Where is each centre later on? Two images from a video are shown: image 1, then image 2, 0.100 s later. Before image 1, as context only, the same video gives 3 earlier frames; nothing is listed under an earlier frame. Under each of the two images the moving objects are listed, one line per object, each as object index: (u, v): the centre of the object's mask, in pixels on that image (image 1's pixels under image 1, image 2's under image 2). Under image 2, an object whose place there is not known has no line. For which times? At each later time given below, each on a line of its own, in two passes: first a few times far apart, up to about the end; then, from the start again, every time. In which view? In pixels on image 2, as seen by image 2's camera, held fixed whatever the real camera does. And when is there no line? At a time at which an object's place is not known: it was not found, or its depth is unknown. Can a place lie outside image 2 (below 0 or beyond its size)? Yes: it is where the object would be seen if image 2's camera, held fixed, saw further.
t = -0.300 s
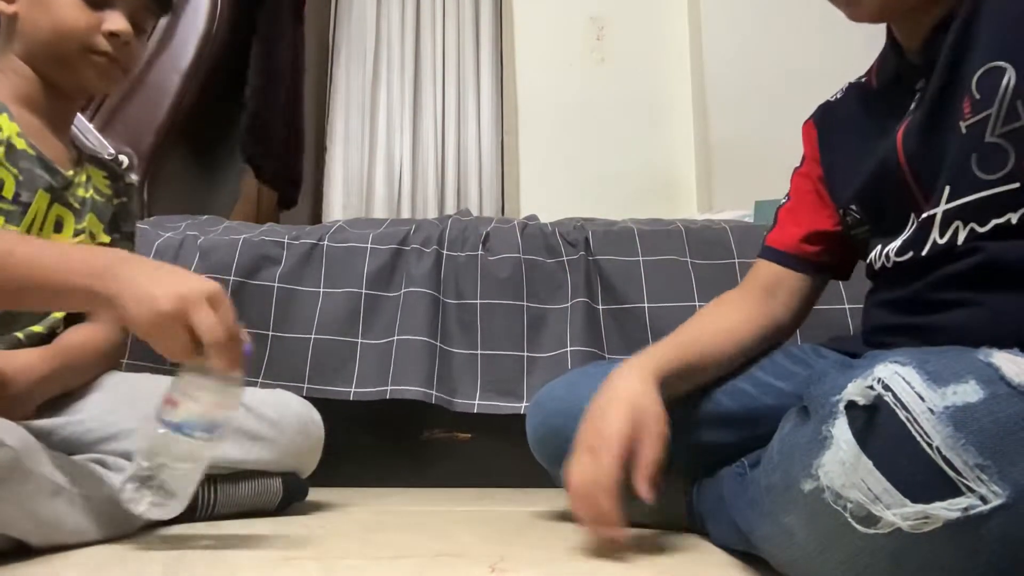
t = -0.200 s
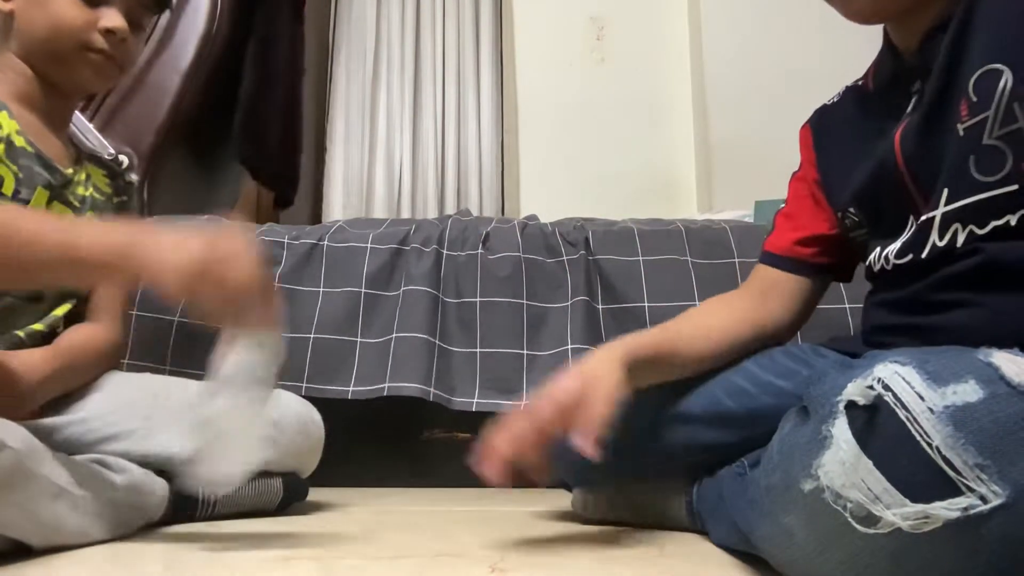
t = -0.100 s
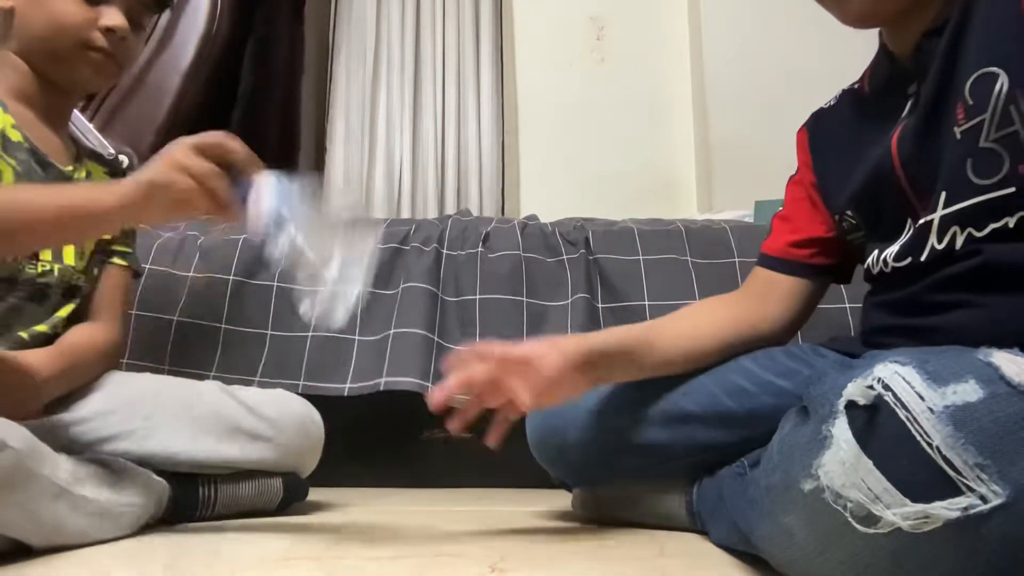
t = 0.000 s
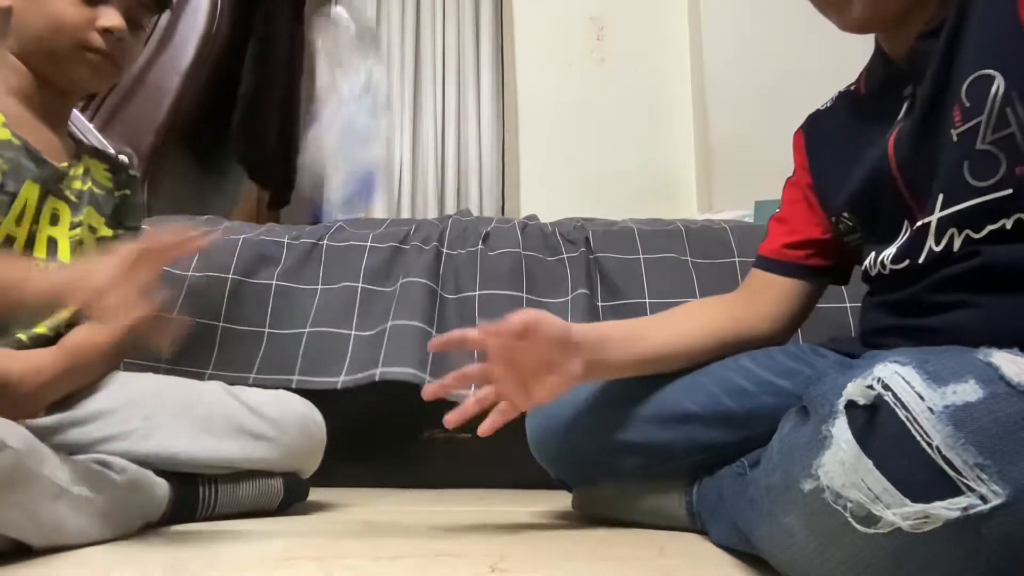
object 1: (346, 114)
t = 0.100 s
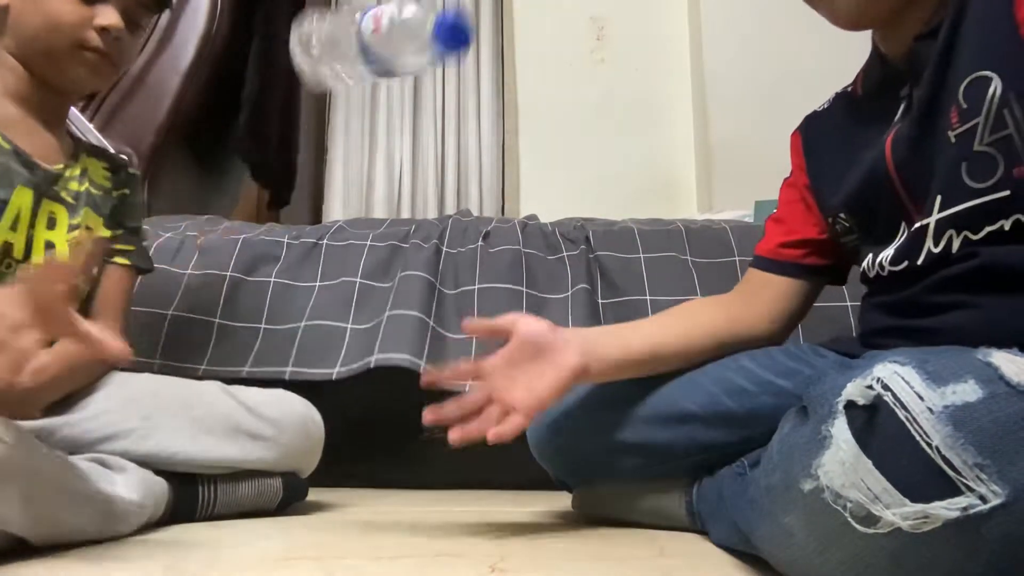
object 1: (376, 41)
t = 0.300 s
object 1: (386, 361)
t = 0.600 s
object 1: (392, 466)
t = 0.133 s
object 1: (377, 52)
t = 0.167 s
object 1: (378, 81)
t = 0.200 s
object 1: (378, 123)
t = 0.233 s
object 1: (383, 185)
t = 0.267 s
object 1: (385, 267)
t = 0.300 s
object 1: (386, 361)
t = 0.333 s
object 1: (389, 457)
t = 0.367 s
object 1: (388, 463)
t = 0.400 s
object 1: (390, 465)
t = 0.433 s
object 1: (396, 465)
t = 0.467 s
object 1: (398, 465)
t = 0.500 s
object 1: (393, 466)
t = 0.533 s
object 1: (391, 466)
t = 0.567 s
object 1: (392, 466)
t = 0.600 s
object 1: (392, 466)
